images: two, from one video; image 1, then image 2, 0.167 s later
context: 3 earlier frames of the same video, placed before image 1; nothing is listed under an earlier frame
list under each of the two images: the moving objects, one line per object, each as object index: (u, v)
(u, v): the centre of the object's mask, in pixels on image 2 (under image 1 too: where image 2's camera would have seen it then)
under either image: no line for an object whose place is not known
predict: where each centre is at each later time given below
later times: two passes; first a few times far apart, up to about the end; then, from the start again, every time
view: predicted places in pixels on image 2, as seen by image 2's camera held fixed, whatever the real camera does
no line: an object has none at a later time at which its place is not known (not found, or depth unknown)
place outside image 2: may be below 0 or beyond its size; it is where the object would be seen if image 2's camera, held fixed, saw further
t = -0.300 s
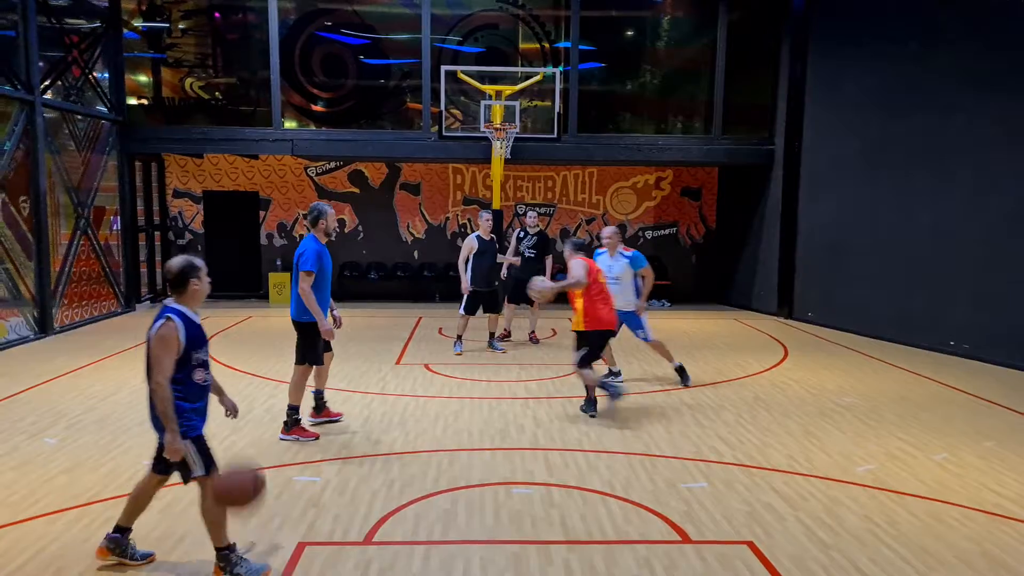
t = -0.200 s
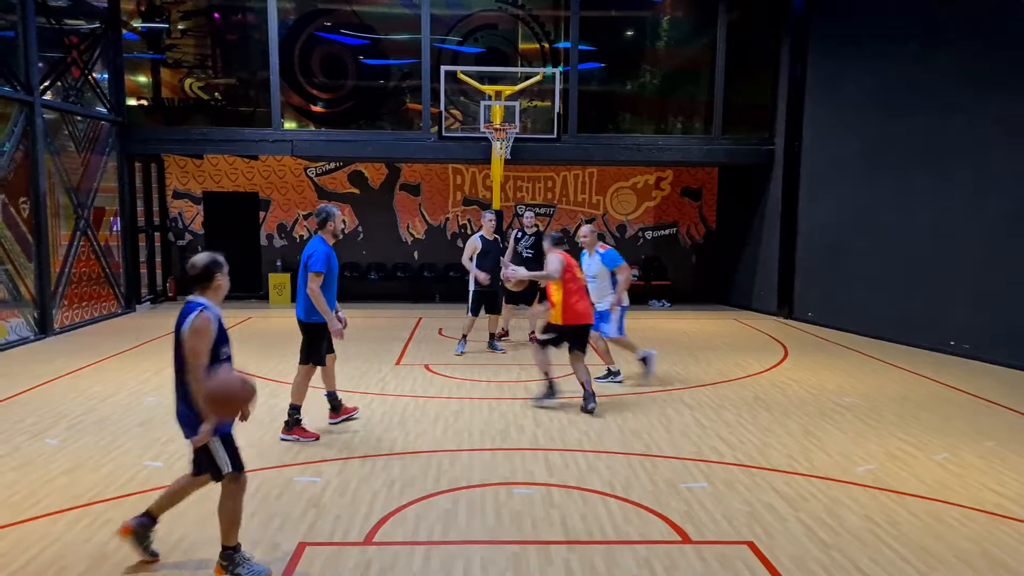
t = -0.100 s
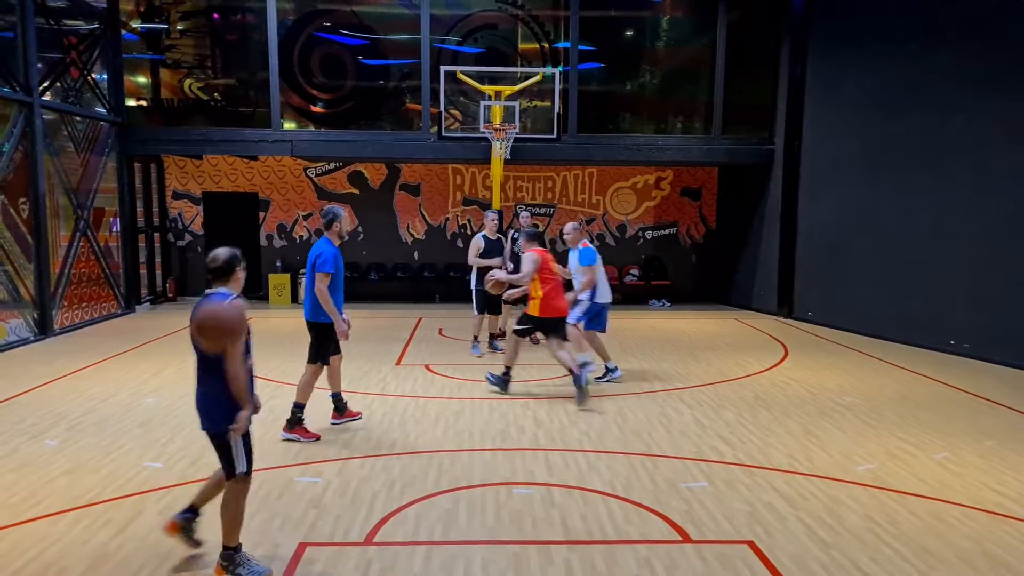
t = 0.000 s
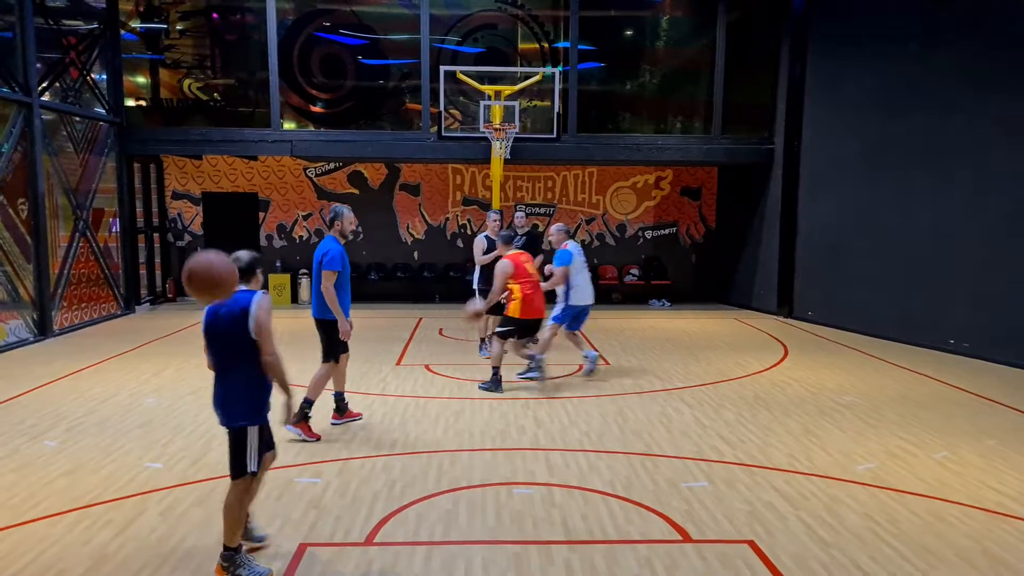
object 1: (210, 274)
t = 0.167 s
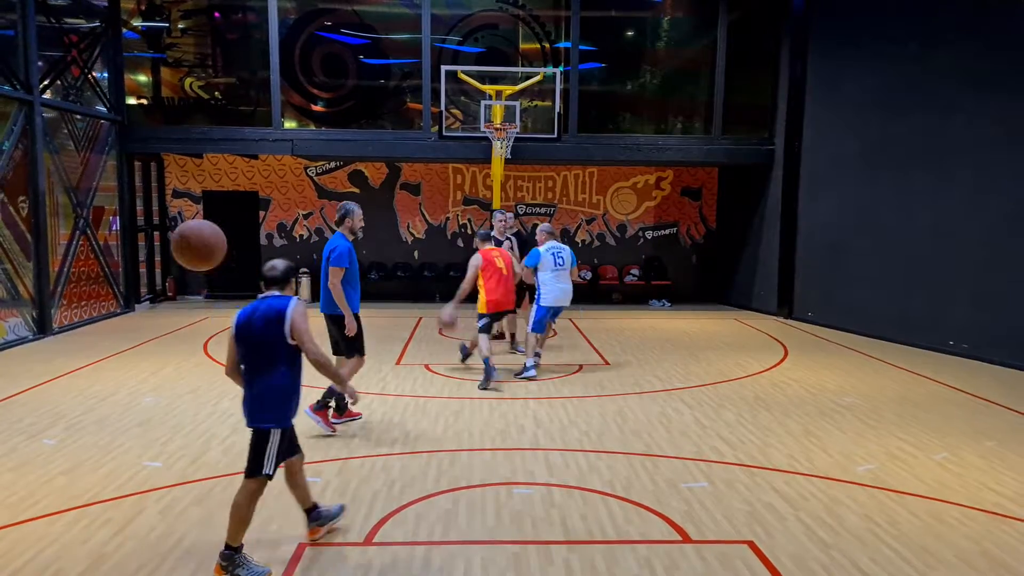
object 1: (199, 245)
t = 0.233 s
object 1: (197, 249)
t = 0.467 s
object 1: (185, 329)
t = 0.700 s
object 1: (180, 499)
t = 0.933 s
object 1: (165, 422)
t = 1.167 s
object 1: (147, 363)
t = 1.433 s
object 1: (134, 407)
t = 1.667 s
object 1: (126, 486)
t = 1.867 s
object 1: (114, 416)
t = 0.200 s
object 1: (197, 247)
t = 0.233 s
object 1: (197, 249)
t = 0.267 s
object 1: (193, 254)
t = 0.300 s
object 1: (191, 262)
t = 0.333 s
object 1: (191, 271)
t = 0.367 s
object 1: (189, 282)
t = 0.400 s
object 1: (187, 293)
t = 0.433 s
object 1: (186, 309)
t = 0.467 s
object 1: (185, 329)
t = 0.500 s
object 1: (184, 348)
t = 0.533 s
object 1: (182, 369)
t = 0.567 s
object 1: (183, 391)
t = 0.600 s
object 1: (182, 416)
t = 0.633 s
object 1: (180, 442)
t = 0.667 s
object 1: (181, 468)
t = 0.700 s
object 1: (180, 499)
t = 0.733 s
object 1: (179, 529)
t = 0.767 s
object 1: (177, 522)
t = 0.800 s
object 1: (175, 500)
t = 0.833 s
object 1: (172, 479)
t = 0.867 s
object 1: (169, 457)
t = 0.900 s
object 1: (168, 438)
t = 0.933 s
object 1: (165, 422)
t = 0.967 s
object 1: (162, 408)
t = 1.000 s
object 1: (158, 395)
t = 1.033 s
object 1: (156, 386)
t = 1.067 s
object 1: (153, 377)
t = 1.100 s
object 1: (151, 370)
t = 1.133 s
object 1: (150, 365)
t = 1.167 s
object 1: (147, 363)
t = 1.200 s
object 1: (145, 362)
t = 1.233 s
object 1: (143, 362)
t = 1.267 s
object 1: (142, 366)
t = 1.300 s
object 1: (139, 370)
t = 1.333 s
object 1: (138, 376)
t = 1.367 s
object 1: (137, 385)
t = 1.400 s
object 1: (135, 395)
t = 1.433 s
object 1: (134, 407)
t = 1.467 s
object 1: (134, 420)
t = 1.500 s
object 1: (132, 436)
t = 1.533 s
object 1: (130, 452)
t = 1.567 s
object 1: (130, 470)
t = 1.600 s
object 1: (129, 491)
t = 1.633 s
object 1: (128, 506)
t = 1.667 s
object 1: (126, 486)
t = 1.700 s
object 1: (124, 470)
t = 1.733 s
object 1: (122, 456)
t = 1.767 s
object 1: (120, 443)
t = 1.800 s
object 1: (118, 431)
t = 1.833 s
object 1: (116, 423)
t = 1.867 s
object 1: (114, 416)
